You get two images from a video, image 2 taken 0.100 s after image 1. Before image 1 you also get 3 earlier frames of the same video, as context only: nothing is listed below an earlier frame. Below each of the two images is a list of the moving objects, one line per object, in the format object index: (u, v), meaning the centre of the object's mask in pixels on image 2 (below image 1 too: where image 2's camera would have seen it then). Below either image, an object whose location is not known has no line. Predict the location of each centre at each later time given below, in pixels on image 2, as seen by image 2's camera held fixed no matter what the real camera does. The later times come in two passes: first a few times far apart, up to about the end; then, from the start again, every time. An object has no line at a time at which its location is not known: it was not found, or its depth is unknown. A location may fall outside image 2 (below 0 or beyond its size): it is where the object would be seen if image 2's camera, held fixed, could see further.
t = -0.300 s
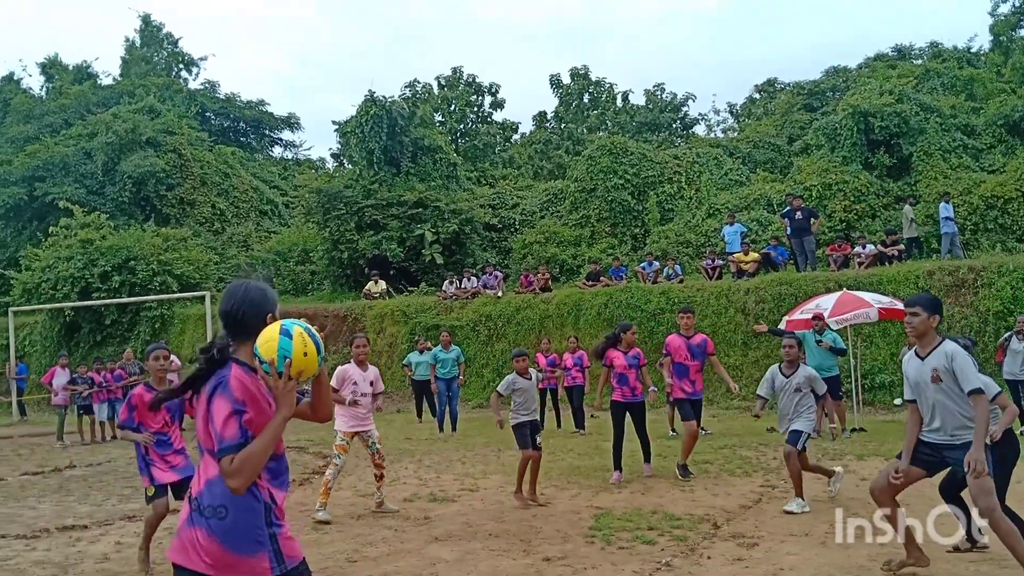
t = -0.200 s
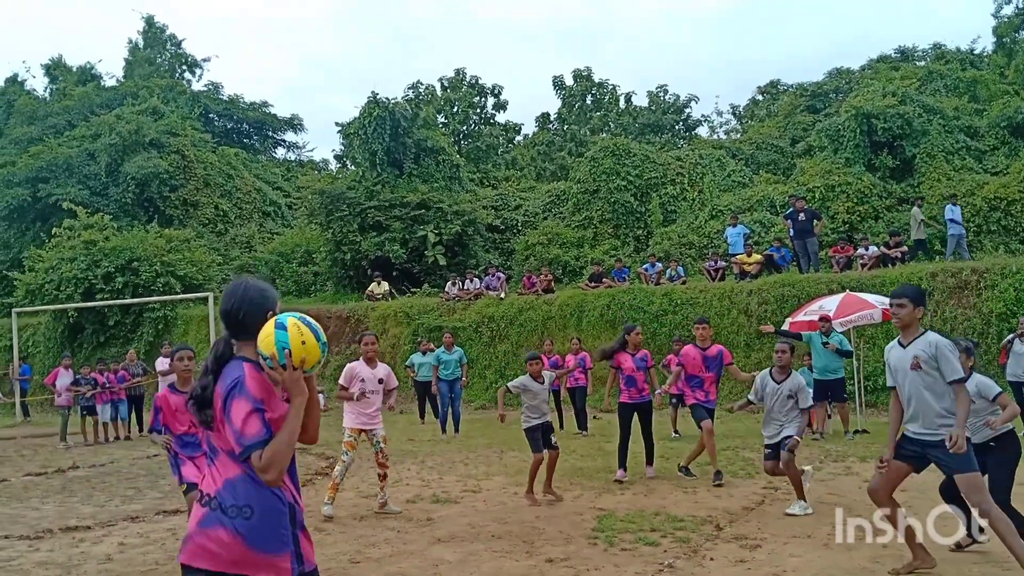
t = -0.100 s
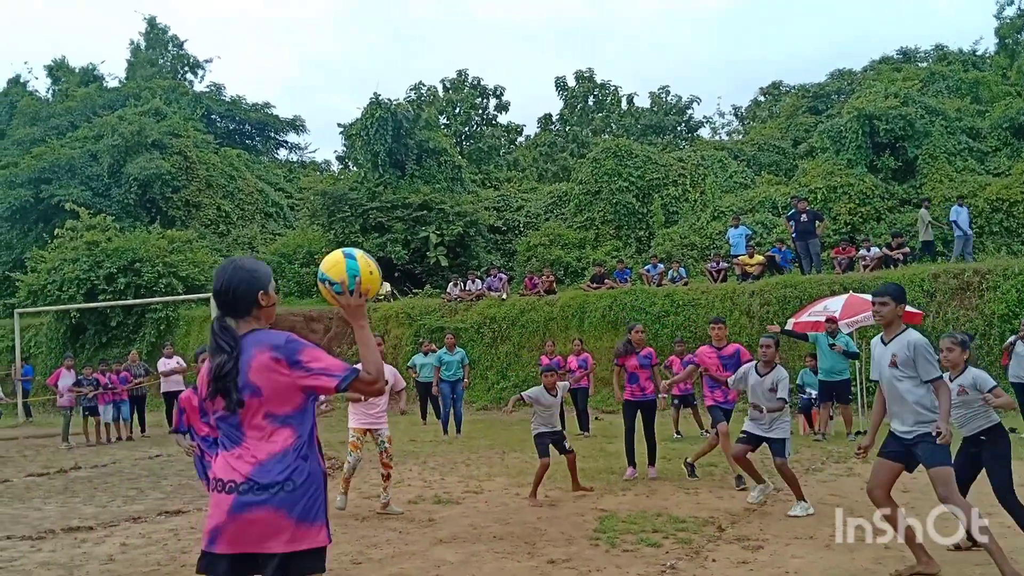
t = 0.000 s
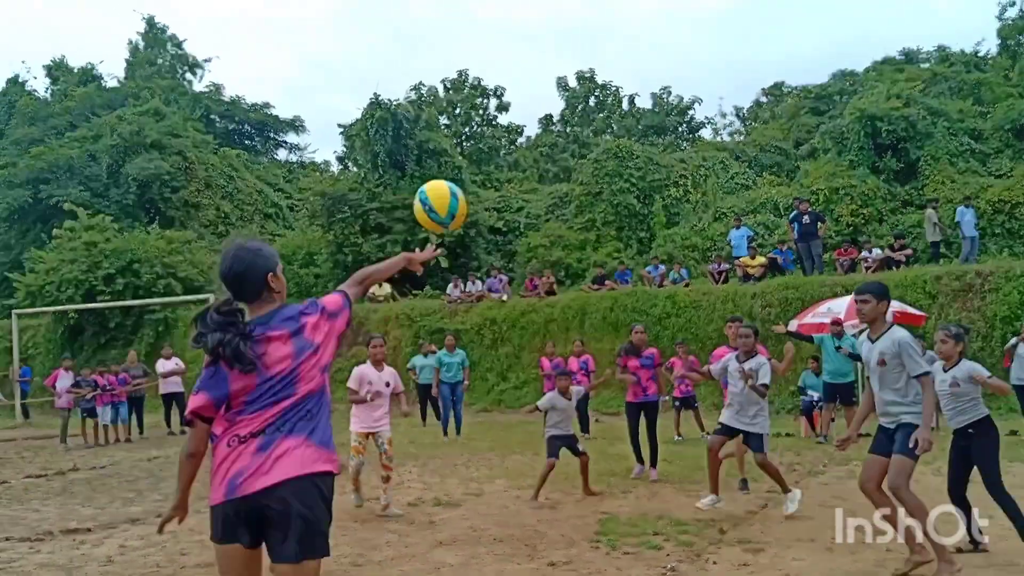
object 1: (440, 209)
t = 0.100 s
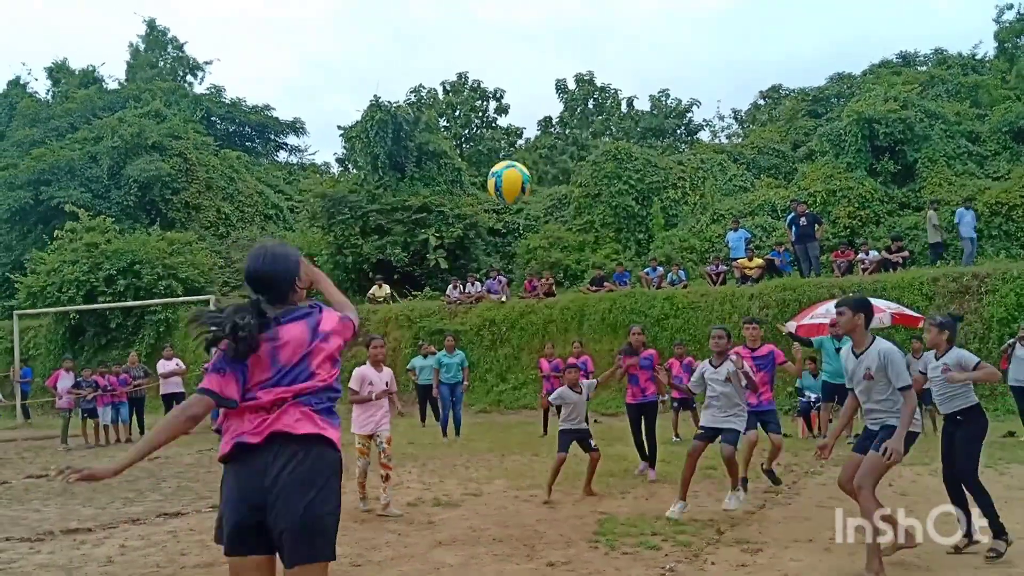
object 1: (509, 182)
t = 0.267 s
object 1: (587, 195)
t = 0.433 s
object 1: (638, 244)
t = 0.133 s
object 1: (528, 180)
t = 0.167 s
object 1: (545, 181)
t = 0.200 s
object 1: (560, 184)
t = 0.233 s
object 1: (574, 189)
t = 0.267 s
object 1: (587, 195)
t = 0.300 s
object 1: (599, 203)
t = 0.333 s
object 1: (610, 211)
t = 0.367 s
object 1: (620, 221)
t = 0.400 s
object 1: (629, 232)
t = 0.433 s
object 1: (638, 244)
